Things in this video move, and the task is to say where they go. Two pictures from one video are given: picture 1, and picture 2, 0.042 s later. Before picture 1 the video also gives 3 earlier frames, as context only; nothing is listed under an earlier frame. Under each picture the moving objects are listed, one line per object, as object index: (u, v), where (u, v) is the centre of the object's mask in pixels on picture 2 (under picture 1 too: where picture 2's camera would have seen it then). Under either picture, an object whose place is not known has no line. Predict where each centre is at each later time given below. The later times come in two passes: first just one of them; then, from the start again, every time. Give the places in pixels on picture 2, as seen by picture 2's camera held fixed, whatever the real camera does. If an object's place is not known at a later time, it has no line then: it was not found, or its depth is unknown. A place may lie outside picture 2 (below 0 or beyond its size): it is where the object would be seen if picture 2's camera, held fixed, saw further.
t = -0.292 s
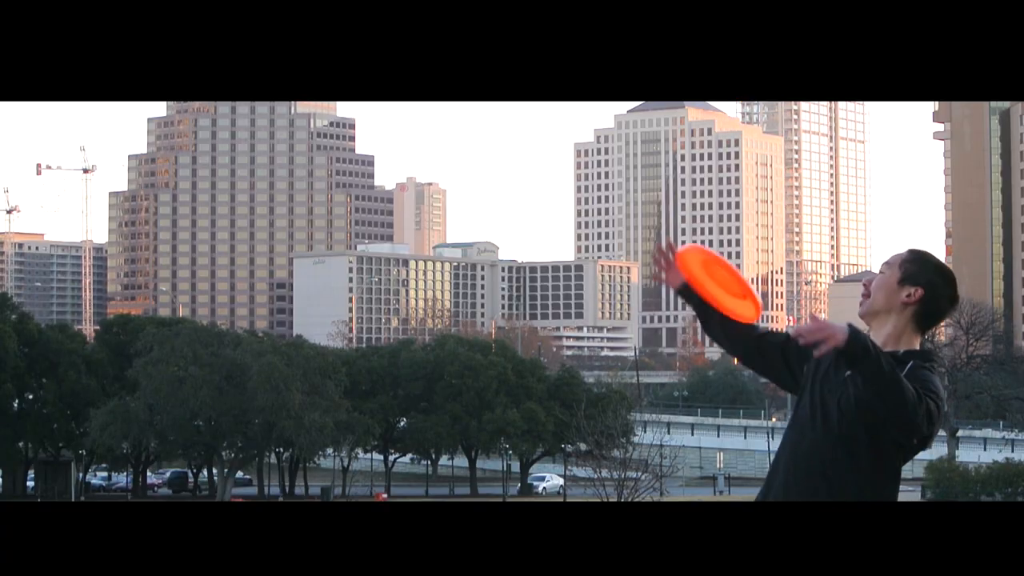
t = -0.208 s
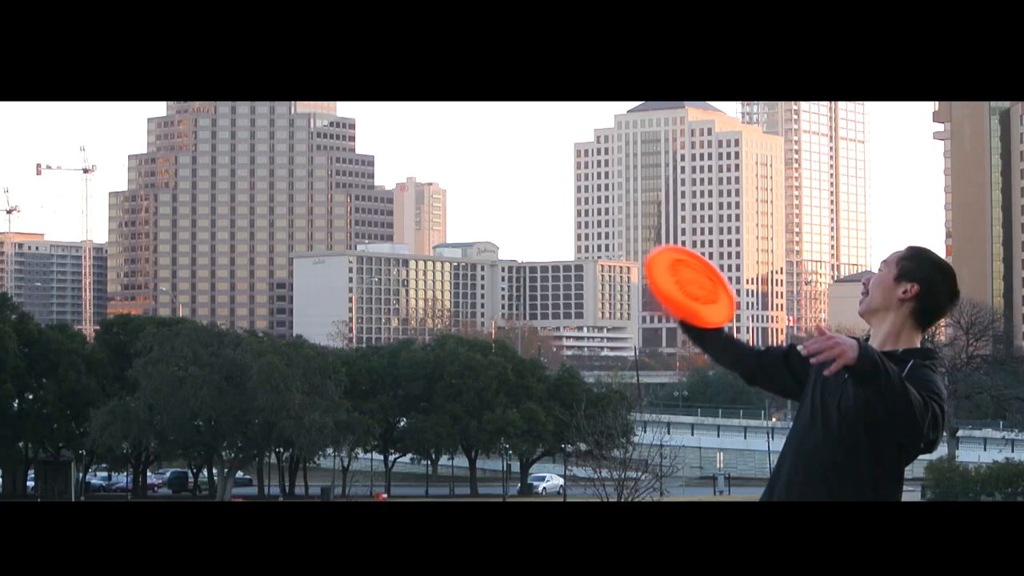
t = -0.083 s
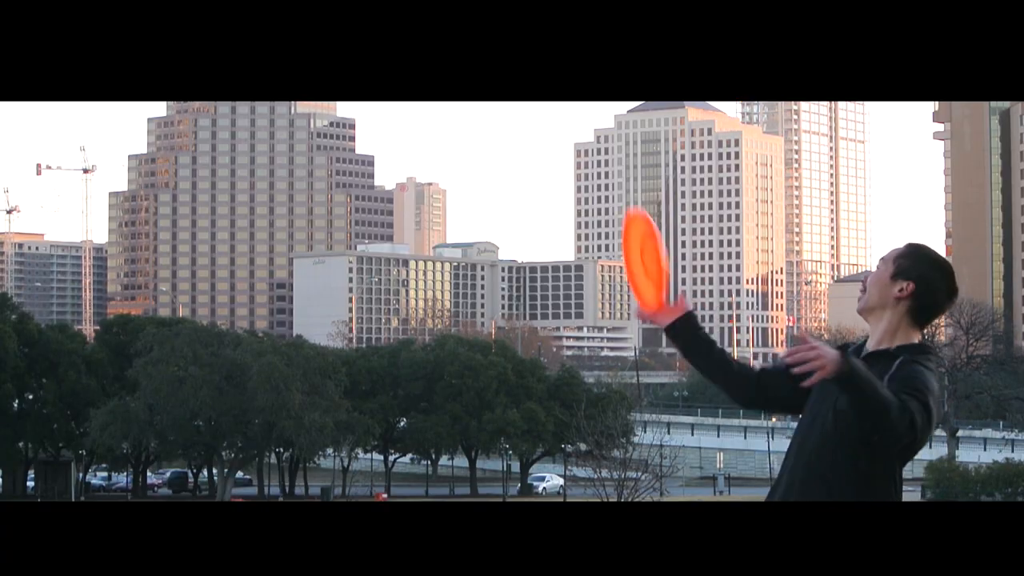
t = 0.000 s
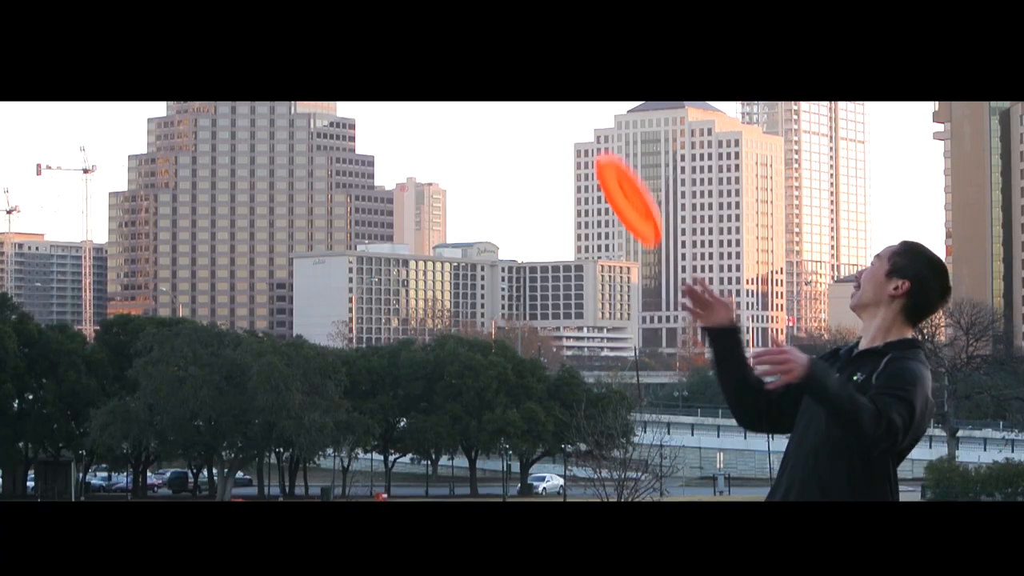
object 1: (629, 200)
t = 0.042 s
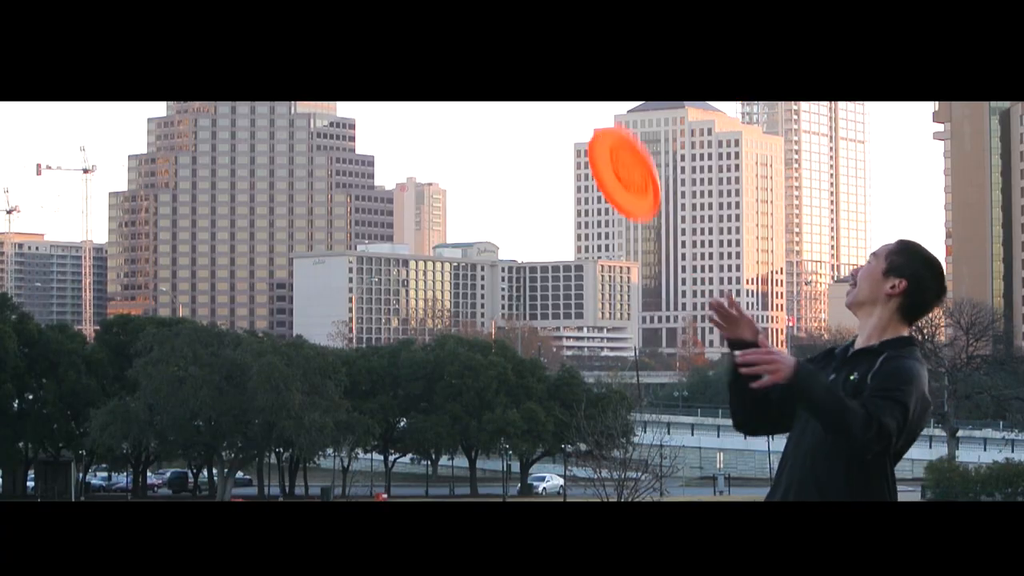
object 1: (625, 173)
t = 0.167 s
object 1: (630, 127)
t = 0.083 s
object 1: (622, 149)
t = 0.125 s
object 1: (623, 136)
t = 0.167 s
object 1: (630, 127)
